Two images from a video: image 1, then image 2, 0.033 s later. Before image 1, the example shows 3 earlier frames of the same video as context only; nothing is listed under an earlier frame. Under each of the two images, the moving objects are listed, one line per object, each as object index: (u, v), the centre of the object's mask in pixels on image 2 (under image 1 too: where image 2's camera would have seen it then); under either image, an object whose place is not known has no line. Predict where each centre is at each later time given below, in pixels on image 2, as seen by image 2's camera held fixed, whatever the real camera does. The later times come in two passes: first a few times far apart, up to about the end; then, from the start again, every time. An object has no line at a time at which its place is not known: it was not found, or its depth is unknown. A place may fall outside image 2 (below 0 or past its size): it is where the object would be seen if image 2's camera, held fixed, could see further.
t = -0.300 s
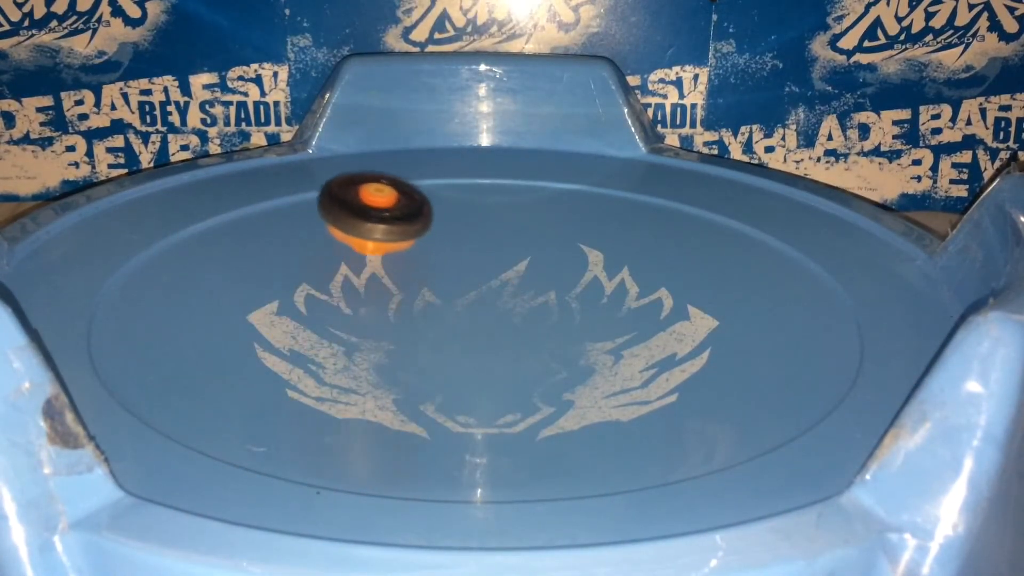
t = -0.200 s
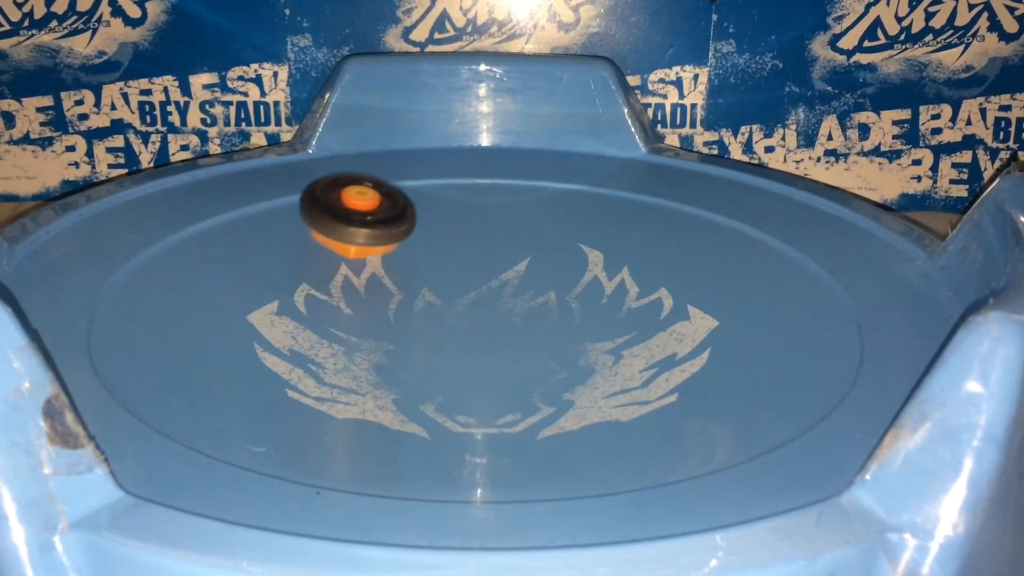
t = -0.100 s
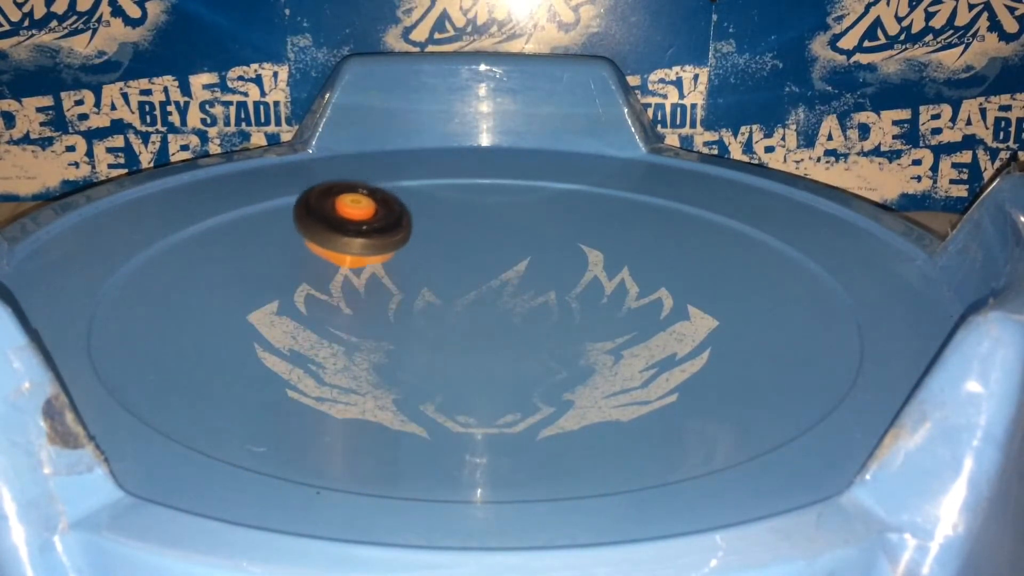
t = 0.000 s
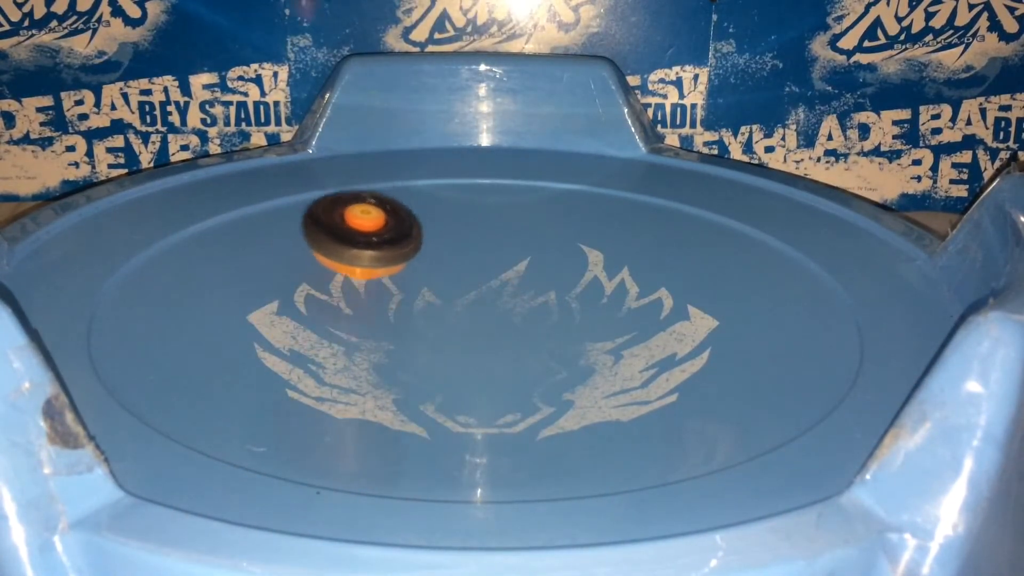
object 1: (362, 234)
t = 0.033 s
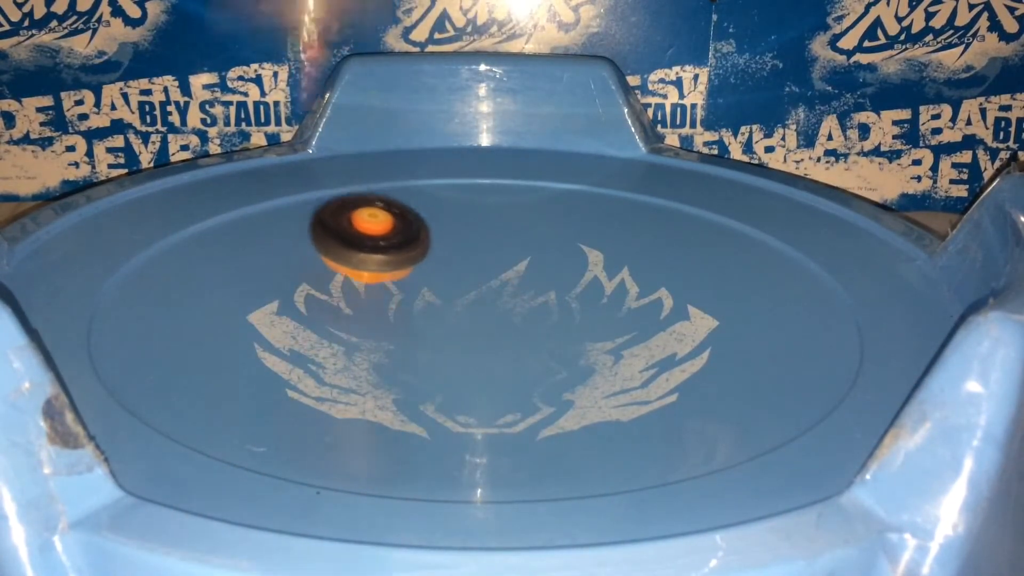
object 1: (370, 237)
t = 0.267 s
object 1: (477, 236)
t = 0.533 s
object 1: (604, 164)
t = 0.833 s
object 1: (523, 164)
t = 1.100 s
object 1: (471, 211)
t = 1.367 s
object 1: (535, 286)
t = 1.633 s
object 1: (675, 280)
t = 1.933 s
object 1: (655, 252)
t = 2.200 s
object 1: (613, 271)
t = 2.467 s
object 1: (623, 284)
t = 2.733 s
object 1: (585, 316)
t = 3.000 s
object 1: (590, 340)
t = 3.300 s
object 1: (580, 338)
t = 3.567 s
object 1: (500, 338)
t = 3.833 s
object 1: (431, 346)
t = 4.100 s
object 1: (425, 347)
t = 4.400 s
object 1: (404, 324)
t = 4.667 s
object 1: (347, 304)
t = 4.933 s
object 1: (339, 300)
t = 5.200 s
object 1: (284, 307)
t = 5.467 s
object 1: (398, 321)
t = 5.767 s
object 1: (446, 258)
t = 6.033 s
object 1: (380, 228)
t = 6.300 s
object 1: (371, 254)
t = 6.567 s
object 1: (470, 266)
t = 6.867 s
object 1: (518, 238)
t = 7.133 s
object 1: (500, 240)
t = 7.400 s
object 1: (533, 268)
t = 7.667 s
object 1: (590, 269)
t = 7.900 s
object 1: (579, 269)
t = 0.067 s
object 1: (380, 241)
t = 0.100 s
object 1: (392, 244)
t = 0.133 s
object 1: (404, 249)
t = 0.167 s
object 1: (425, 251)
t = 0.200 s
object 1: (440, 256)
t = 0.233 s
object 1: (454, 252)
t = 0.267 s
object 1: (477, 236)
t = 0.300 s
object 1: (514, 226)
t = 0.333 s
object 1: (545, 210)
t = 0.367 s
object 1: (572, 198)
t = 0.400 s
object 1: (591, 187)
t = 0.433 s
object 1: (603, 178)
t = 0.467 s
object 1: (608, 172)
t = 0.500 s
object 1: (608, 168)
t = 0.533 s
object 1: (604, 164)
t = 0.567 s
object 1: (598, 161)
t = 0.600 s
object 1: (590, 159)
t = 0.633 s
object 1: (580, 158)
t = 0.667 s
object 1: (569, 157)
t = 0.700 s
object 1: (559, 157)
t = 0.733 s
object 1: (549, 158)
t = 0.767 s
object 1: (540, 160)
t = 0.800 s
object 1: (531, 162)
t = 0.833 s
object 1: (523, 164)
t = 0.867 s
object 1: (516, 167)
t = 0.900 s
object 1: (509, 171)
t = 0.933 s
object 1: (502, 175)
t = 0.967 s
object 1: (495, 180)
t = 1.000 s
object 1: (488, 186)
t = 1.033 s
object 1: (481, 193)
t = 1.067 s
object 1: (475, 202)
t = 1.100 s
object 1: (471, 211)
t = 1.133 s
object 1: (469, 221)
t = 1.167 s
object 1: (469, 232)
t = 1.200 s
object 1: (472, 243)
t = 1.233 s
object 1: (479, 253)
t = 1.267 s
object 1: (489, 263)
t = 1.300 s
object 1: (502, 272)
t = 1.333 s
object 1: (518, 279)
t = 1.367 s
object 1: (535, 286)
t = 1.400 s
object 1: (555, 290)
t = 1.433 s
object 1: (575, 293)
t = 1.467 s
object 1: (595, 294)
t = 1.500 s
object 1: (614, 294)
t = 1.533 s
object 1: (632, 292)
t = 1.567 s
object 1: (649, 289)
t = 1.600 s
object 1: (663, 285)
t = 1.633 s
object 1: (675, 280)
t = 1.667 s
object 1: (683, 275)
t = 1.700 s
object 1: (687, 270)
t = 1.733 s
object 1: (689, 265)
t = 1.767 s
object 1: (688, 260)
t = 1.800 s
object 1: (685, 257)
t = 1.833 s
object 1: (679, 255)
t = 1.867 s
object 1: (672, 253)
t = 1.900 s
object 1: (664, 252)
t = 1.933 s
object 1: (655, 252)
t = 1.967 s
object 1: (646, 252)
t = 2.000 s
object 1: (636, 254)
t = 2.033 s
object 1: (626, 256)
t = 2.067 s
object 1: (616, 259)
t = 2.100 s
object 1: (606, 264)
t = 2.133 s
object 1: (596, 269)
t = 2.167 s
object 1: (591, 273)
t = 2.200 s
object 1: (613, 271)
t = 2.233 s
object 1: (628, 271)
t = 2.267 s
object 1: (636, 271)
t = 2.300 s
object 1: (640, 273)
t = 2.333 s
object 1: (639, 275)
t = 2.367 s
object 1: (637, 276)
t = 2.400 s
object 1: (633, 279)
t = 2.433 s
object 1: (628, 281)
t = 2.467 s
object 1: (623, 284)
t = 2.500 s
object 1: (617, 287)
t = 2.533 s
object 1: (612, 291)
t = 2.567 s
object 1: (606, 294)
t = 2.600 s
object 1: (601, 299)
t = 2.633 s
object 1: (596, 303)
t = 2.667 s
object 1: (592, 307)
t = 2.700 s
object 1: (588, 312)
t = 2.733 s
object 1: (585, 316)
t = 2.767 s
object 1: (583, 320)
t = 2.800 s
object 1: (582, 324)
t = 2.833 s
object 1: (581, 328)
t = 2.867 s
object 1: (582, 332)
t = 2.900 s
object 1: (583, 335)
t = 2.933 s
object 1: (585, 337)
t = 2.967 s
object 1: (587, 339)
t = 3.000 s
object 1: (590, 340)
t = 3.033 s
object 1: (592, 341)
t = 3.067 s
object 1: (594, 342)
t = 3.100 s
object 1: (596, 341)
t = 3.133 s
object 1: (596, 341)
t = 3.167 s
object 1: (596, 341)
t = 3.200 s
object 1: (594, 340)
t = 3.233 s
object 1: (591, 339)
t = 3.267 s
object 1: (586, 338)
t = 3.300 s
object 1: (580, 338)
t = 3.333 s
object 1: (573, 337)
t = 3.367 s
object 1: (565, 337)
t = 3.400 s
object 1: (556, 337)
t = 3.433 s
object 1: (546, 337)
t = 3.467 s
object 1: (535, 337)
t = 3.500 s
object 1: (524, 337)
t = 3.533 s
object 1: (512, 338)
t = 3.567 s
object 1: (500, 338)
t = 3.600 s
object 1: (489, 339)
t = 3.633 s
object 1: (478, 340)
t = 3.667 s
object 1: (467, 341)
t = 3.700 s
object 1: (457, 342)
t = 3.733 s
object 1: (449, 343)
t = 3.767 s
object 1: (442, 344)
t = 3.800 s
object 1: (436, 345)
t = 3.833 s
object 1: (431, 346)
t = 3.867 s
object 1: (428, 347)
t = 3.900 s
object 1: (425, 348)
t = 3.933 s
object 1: (424, 348)
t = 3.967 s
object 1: (423, 349)
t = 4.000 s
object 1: (423, 349)
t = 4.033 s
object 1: (423, 349)
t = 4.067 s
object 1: (424, 348)
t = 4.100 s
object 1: (425, 347)
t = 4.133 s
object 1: (425, 346)
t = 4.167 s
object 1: (425, 345)
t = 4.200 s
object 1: (424, 343)
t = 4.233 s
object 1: (423, 340)
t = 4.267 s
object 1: (422, 337)
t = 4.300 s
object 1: (419, 334)
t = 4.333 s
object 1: (415, 331)
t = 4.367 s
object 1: (410, 328)
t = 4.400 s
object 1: (404, 324)
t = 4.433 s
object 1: (397, 321)
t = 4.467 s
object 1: (390, 317)
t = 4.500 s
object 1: (383, 314)
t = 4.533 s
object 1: (375, 312)
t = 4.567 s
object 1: (368, 309)
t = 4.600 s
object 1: (360, 307)
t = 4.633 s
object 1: (353, 305)
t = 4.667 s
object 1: (347, 304)
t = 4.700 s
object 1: (343, 302)
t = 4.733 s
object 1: (339, 302)
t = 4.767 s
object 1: (336, 301)
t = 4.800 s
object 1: (334, 301)
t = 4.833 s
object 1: (334, 300)
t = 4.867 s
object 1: (335, 300)
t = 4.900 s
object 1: (336, 300)
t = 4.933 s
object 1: (339, 300)
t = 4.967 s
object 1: (343, 299)
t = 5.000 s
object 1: (346, 298)
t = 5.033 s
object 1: (351, 297)
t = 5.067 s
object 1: (356, 295)
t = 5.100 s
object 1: (353, 296)
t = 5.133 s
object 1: (320, 301)
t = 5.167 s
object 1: (295, 304)
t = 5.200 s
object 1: (284, 307)
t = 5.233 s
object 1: (283, 310)
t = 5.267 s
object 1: (290, 315)
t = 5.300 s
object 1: (303, 319)
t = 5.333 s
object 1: (320, 322)
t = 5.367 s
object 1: (341, 324)
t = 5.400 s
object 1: (361, 325)
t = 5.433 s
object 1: (380, 324)
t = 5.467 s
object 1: (398, 321)
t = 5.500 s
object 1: (414, 317)
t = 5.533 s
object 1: (426, 311)
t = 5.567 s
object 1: (436, 304)
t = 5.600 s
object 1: (444, 297)
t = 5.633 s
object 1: (449, 289)
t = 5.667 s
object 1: (452, 281)
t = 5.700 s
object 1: (452, 273)
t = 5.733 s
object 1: (450, 265)
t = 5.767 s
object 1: (446, 258)
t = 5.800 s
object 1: (441, 252)
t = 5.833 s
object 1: (433, 245)
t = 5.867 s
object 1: (426, 240)
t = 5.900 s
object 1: (417, 236)
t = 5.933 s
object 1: (408, 232)
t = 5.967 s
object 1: (399, 230)
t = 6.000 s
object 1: (389, 229)
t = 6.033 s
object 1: (380, 228)
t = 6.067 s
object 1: (372, 229)
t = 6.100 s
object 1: (365, 231)
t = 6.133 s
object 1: (361, 233)
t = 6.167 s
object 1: (359, 237)
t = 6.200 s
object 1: (358, 241)
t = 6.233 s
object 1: (360, 245)
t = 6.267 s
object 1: (364, 249)
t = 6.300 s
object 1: (371, 254)
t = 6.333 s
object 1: (380, 258)
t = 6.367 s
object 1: (391, 262)
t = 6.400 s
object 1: (404, 266)
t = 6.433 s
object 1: (417, 268)
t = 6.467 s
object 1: (431, 269)
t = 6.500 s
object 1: (444, 269)
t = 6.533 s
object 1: (458, 268)
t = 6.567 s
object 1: (470, 266)
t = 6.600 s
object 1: (482, 263)
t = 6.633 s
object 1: (492, 260)
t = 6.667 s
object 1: (500, 257)
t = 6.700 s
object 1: (507, 254)
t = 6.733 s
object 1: (512, 250)
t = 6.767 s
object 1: (515, 246)
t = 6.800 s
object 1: (517, 242)
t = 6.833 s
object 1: (518, 239)
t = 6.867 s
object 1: (518, 238)
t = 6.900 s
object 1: (517, 236)
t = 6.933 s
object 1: (514, 235)
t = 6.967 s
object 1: (512, 234)
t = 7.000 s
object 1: (509, 234)
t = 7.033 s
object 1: (507, 234)
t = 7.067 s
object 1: (504, 236)
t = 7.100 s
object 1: (502, 238)
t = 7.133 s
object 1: (500, 240)
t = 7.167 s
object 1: (499, 243)
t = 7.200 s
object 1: (499, 247)
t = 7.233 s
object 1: (501, 251)
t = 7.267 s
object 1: (504, 255)
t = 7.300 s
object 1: (509, 259)
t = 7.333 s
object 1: (516, 262)
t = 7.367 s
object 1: (524, 265)
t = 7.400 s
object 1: (533, 268)
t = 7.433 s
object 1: (543, 270)
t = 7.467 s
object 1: (552, 271)
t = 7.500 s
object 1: (561, 271)
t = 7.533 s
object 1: (570, 270)
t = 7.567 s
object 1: (577, 269)
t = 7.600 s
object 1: (584, 269)
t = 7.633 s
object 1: (588, 269)
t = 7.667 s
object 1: (590, 269)
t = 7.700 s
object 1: (591, 268)
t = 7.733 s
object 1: (591, 268)
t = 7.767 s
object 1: (590, 267)
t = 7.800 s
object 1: (588, 267)
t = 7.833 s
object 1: (586, 267)
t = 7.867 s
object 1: (582, 267)
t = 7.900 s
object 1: (579, 269)
